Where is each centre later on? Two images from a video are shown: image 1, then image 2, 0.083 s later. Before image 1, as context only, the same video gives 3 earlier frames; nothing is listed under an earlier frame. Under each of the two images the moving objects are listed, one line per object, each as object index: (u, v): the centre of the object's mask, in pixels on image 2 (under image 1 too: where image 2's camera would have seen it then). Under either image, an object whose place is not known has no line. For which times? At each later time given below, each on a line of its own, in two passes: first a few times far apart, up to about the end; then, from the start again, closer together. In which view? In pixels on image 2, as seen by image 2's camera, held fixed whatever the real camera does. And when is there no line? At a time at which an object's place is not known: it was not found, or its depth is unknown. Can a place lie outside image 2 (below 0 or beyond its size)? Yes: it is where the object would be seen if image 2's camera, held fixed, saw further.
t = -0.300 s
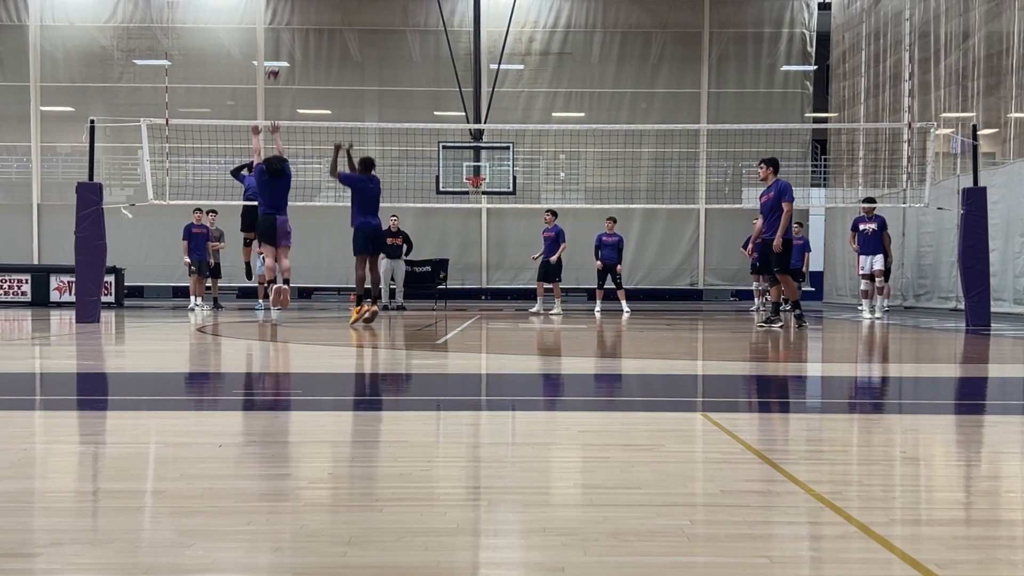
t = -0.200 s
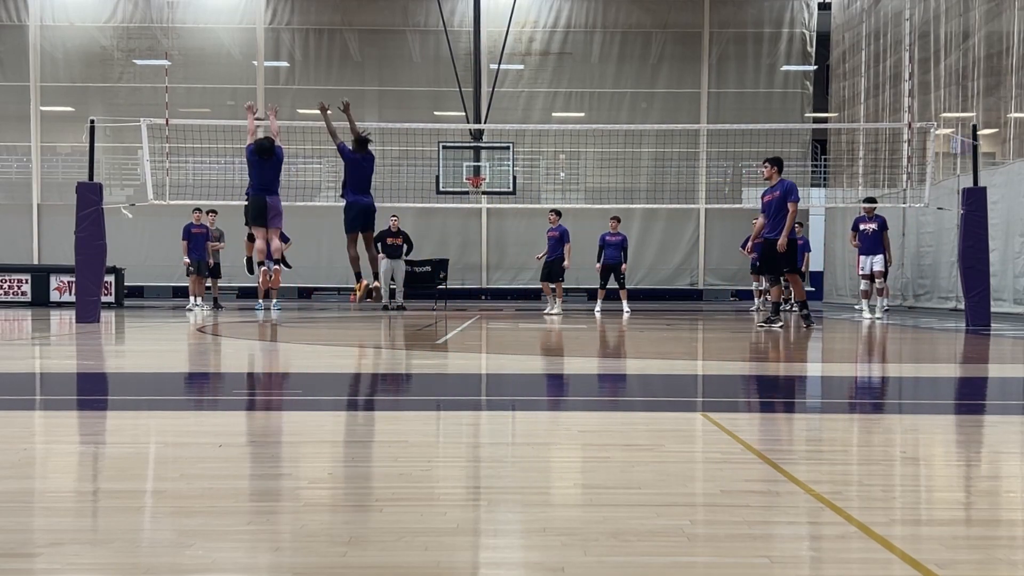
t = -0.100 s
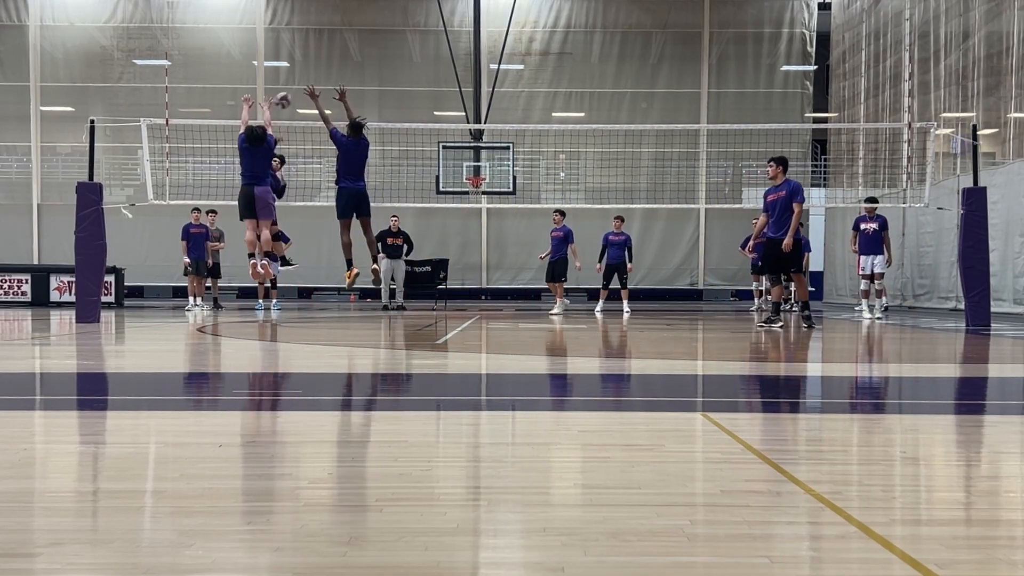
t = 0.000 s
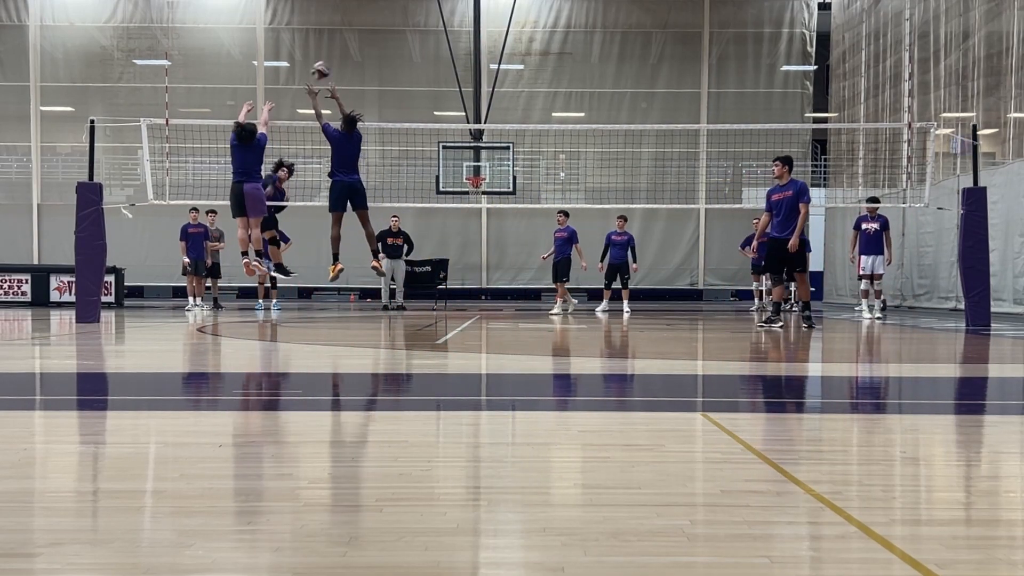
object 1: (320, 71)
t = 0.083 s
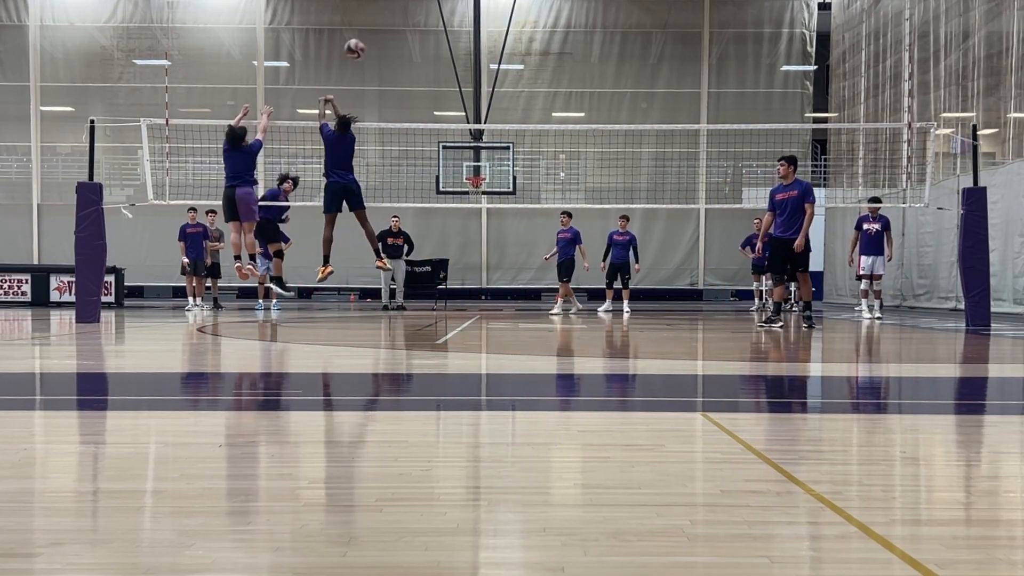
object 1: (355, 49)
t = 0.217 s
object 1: (419, 25)
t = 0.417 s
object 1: (546, 30)
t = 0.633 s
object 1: (753, 124)
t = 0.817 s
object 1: (1016, 348)
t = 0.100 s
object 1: (362, 45)
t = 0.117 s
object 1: (369, 41)
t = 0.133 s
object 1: (377, 37)
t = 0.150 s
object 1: (384, 35)
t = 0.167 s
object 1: (393, 32)
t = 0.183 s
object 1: (401, 29)
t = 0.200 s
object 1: (410, 27)
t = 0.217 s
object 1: (419, 25)
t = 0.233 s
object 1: (428, 23)
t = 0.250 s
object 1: (437, 22)
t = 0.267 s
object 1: (446, 22)
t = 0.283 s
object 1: (456, 21)
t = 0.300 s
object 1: (466, 21)
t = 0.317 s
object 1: (477, 20)
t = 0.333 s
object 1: (487, 21)
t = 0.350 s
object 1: (499, 22)
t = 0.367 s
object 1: (510, 24)
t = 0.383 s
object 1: (521, 25)
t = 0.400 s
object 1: (534, 28)
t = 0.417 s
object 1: (546, 30)
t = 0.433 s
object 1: (559, 34)
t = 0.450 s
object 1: (573, 37)
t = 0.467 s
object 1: (586, 41)
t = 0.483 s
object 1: (600, 46)
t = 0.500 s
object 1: (615, 52)
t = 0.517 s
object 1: (631, 58)
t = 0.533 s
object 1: (645, 65)
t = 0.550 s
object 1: (662, 73)
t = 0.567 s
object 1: (679, 81)
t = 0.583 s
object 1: (696, 91)
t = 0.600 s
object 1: (715, 101)
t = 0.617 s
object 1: (733, 112)
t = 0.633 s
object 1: (753, 124)
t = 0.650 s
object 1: (773, 138)
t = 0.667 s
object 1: (794, 152)
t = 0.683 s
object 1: (815, 168)
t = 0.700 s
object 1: (839, 185)
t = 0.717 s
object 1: (863, 202)
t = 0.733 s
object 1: (889, 222)
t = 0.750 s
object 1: (915, 244)
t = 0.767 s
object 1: (942, 268)
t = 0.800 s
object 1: (995, 316)
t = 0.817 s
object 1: (1016, 348)
